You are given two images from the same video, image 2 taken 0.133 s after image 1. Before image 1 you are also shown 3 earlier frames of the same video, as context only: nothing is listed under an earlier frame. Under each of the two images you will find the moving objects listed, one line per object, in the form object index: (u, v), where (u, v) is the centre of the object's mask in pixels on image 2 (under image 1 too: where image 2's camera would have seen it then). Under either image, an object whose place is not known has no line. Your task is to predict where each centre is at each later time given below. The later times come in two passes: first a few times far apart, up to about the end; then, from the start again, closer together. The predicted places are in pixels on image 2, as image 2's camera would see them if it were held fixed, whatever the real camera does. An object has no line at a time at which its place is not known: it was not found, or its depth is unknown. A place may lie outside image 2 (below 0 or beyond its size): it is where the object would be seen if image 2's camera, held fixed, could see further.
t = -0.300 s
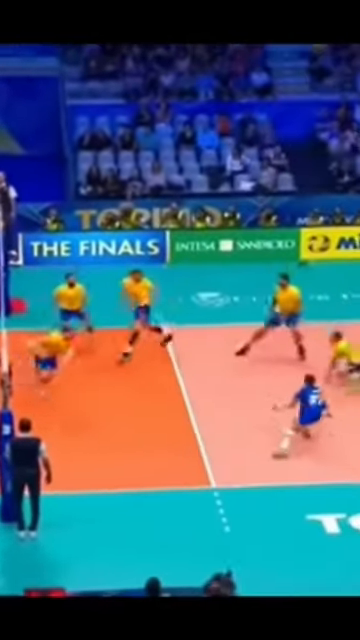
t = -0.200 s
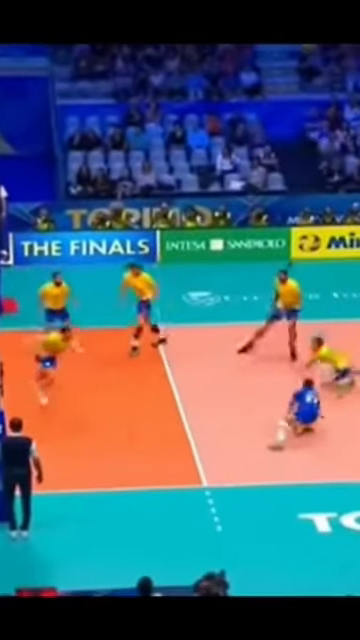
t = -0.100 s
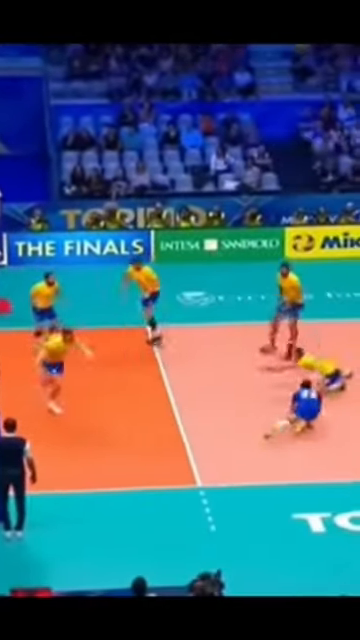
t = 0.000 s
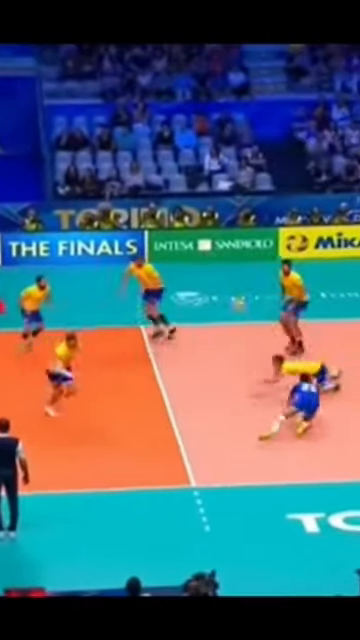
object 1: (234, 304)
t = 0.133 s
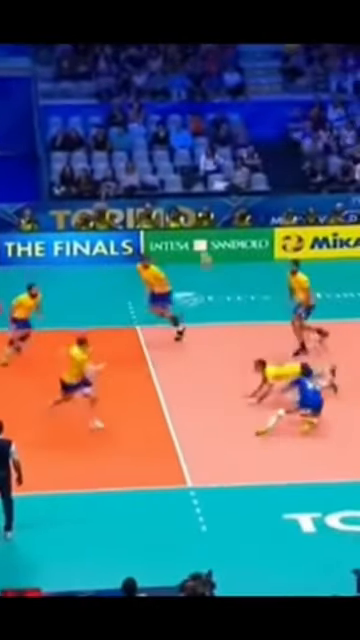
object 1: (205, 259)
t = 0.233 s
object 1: (185, 230)
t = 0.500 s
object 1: (134, 178)
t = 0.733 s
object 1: (93, 158)
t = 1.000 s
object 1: (43, 172)
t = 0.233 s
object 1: (185, 230)
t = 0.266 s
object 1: (178, 218)
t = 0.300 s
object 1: (173, 212)
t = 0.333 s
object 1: (166, 205)
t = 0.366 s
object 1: (158, 199)
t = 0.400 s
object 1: (154, 192)
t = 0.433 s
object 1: (147, 187)
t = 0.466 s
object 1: (142, 183)
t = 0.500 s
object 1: (134, 178)
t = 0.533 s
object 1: (131, 171)
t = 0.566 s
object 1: (124, 169)
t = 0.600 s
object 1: (115, 165)
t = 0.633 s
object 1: (110, 163)
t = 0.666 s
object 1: (107, 162)
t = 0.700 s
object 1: (97, 159)
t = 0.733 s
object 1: (93, 158)
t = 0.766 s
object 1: (87, 158)
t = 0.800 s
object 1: (78, 157)
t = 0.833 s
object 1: (73, 158)
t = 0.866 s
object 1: (66, 159)
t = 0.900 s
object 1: (62, 161)
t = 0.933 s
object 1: (54, 166)
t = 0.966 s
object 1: (48, 168)
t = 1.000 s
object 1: (43, 172)
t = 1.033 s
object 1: (38, 176)
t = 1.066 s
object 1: (31, 181)
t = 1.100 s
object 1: (24, 186)
